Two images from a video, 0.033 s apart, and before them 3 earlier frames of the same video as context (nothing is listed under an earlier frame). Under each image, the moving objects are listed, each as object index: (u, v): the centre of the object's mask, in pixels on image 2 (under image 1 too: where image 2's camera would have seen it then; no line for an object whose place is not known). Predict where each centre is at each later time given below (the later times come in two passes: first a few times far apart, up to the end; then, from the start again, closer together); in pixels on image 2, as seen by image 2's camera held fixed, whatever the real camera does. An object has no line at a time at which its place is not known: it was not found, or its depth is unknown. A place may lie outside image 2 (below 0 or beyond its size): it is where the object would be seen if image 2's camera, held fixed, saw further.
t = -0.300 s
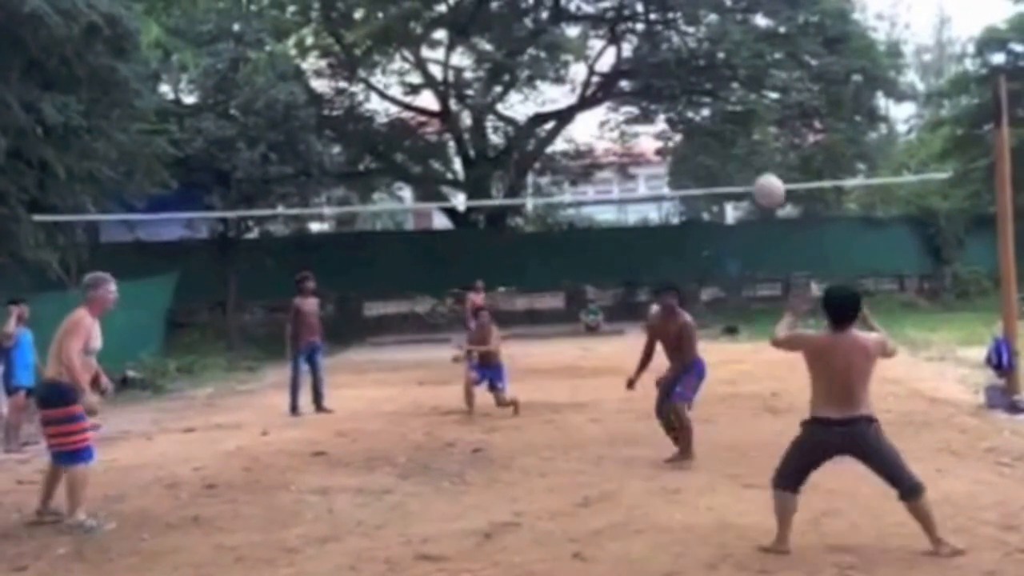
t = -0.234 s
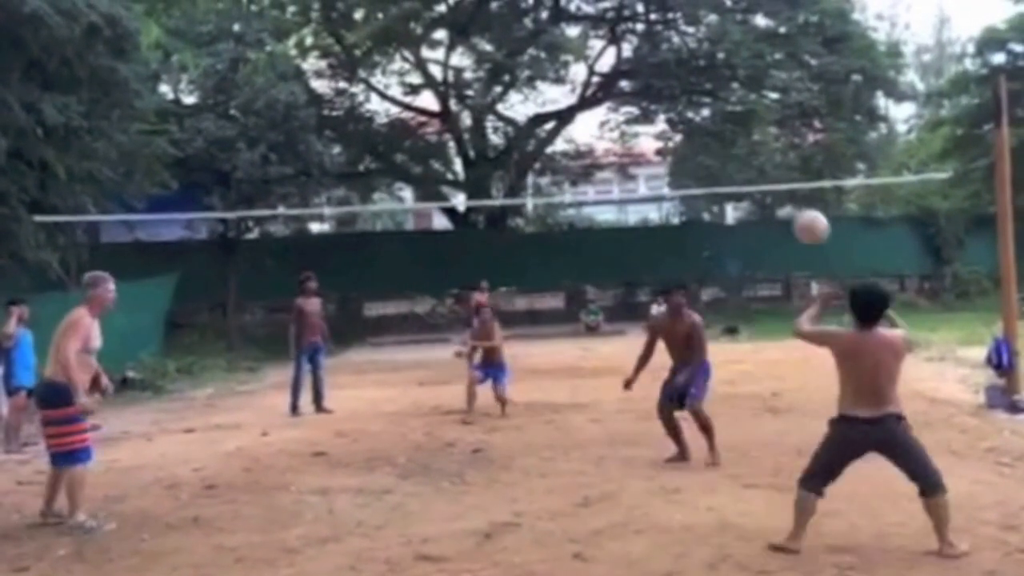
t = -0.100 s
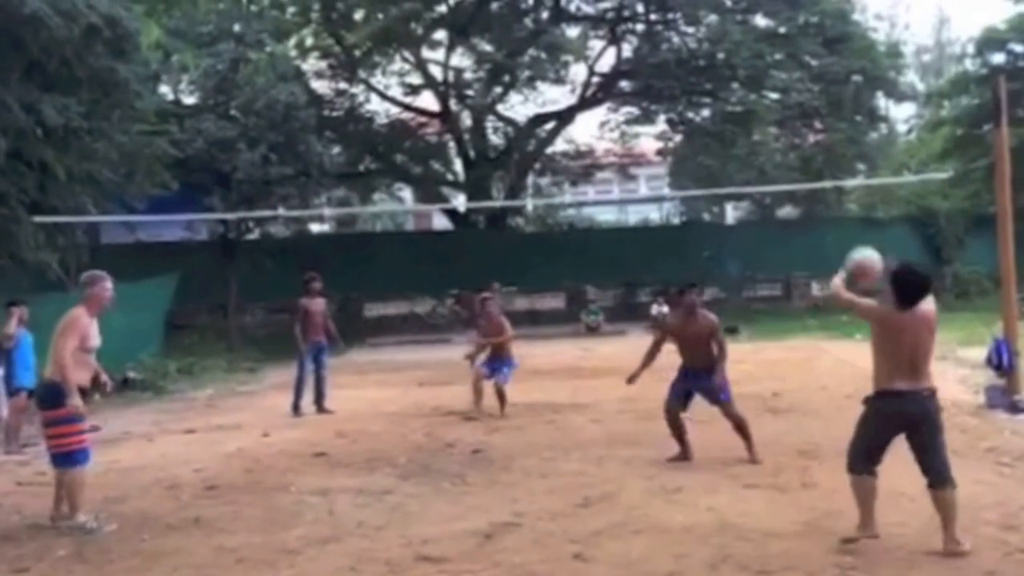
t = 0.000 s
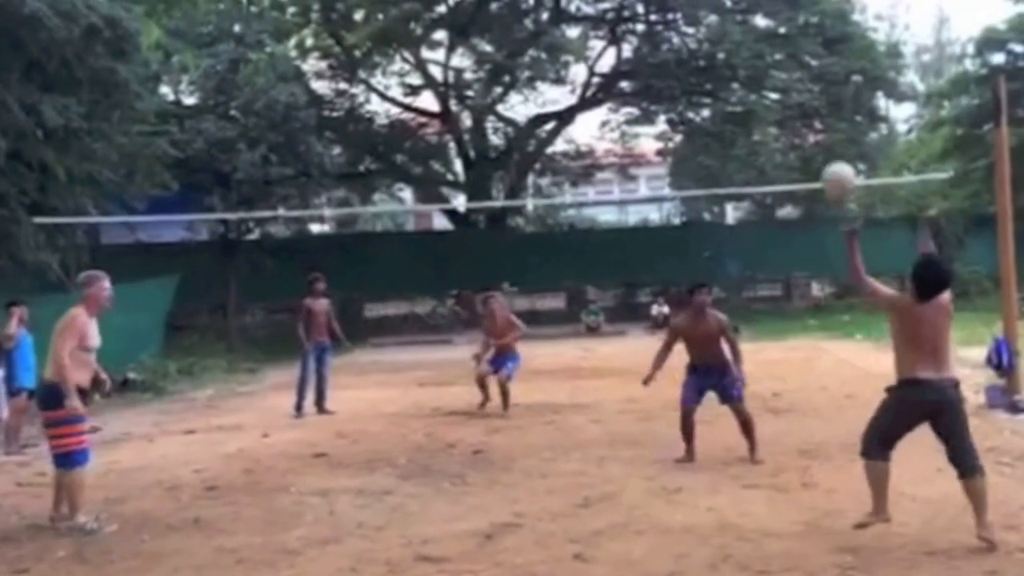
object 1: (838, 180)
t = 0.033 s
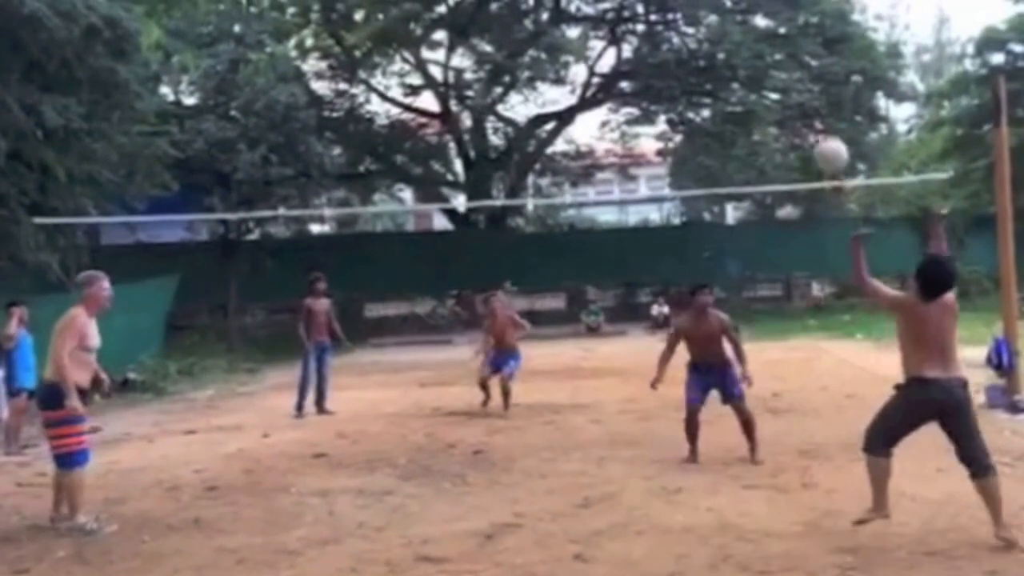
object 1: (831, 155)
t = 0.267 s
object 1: (782, 47)
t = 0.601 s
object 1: (728, 39)
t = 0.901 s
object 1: (692, 148)
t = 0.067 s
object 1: (822, 133)
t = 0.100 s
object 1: (815, 115)
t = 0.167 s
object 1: (802, 80)
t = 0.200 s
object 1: (796, 69)
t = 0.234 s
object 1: (788, 57)
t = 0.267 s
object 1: (782, 47)
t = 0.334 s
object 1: (770, 33)
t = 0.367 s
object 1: (765, 29)
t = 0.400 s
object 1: (759, 26)
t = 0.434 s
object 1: (754, 25)
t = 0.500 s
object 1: (747, 27)
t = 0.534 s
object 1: (738, 29)
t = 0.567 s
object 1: (733, 34)
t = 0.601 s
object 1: (728, 39)
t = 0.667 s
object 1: (719, 56)
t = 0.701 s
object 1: (715, 65)
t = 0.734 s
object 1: (711, 76)
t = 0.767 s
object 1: (706, 89)
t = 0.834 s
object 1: (700, 115)
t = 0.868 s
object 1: (696, 129)
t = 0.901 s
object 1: (692, 148)
